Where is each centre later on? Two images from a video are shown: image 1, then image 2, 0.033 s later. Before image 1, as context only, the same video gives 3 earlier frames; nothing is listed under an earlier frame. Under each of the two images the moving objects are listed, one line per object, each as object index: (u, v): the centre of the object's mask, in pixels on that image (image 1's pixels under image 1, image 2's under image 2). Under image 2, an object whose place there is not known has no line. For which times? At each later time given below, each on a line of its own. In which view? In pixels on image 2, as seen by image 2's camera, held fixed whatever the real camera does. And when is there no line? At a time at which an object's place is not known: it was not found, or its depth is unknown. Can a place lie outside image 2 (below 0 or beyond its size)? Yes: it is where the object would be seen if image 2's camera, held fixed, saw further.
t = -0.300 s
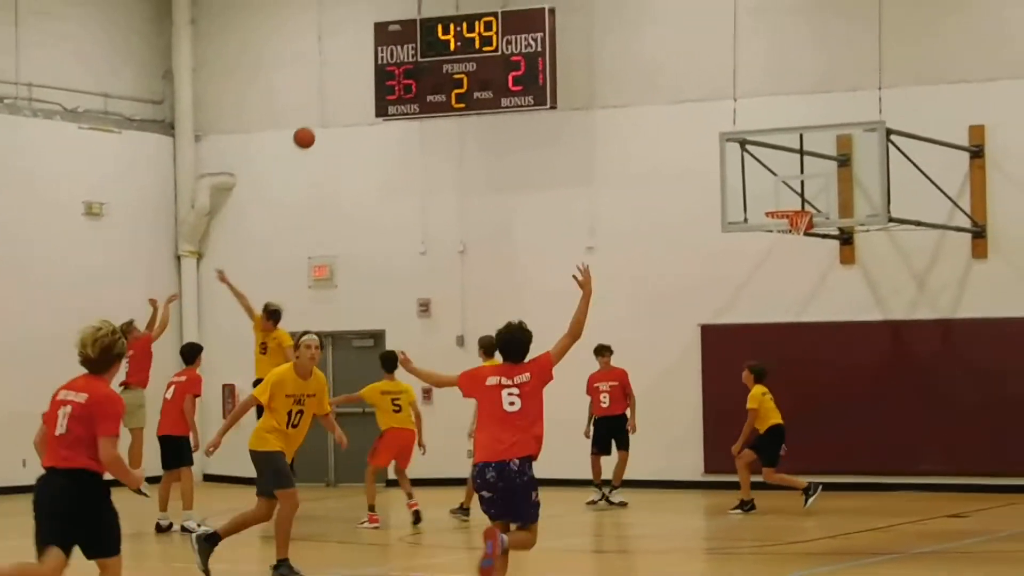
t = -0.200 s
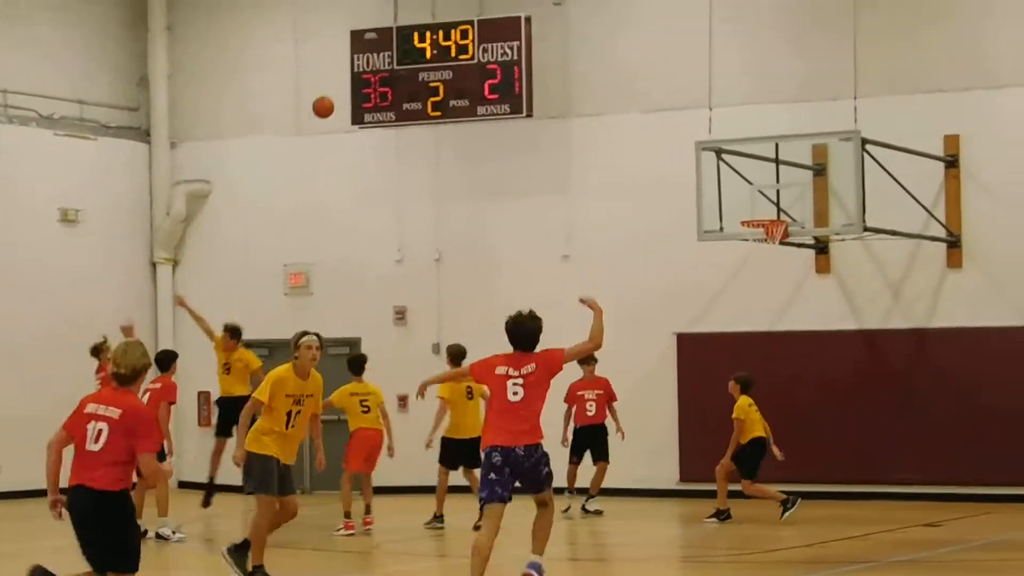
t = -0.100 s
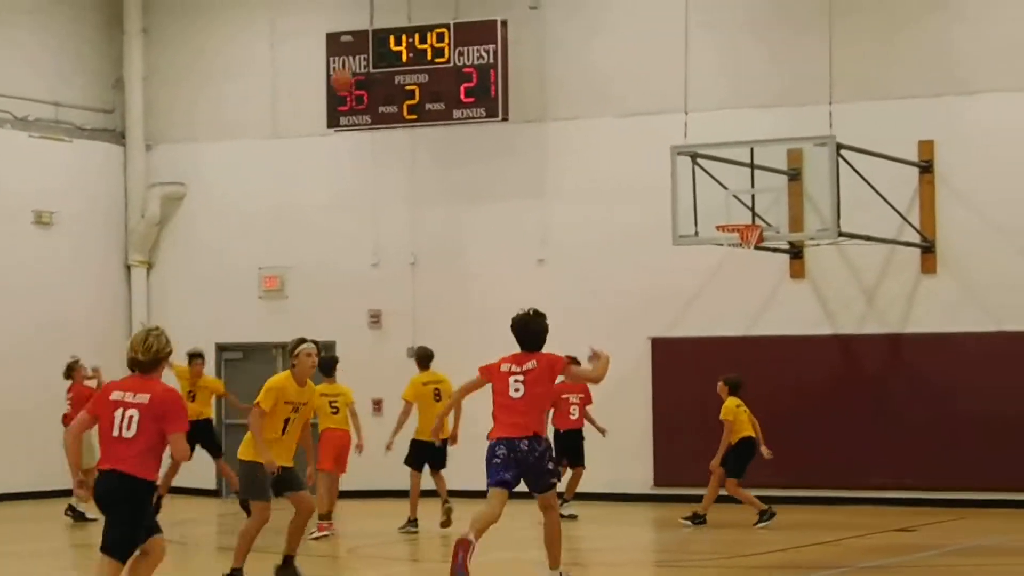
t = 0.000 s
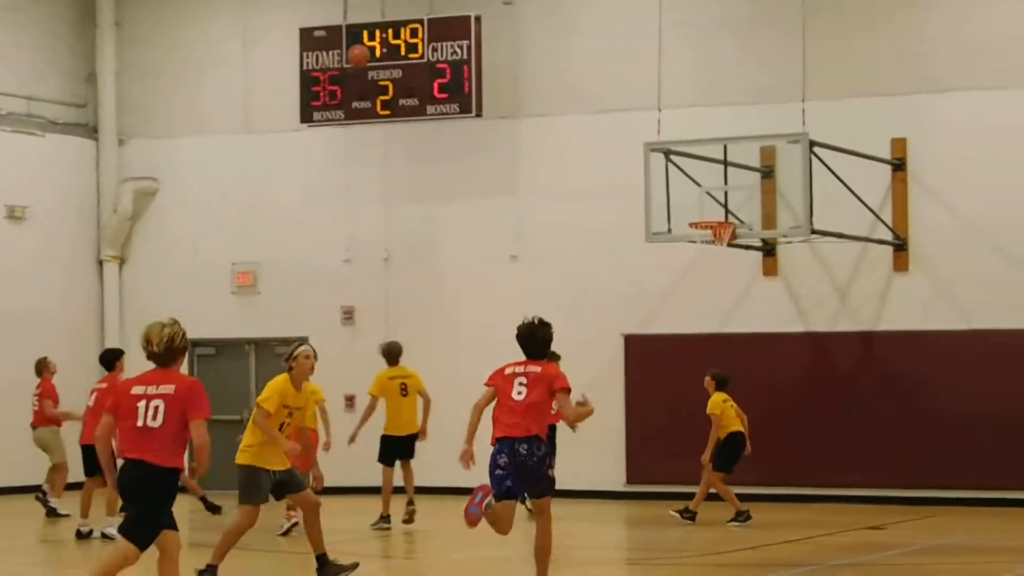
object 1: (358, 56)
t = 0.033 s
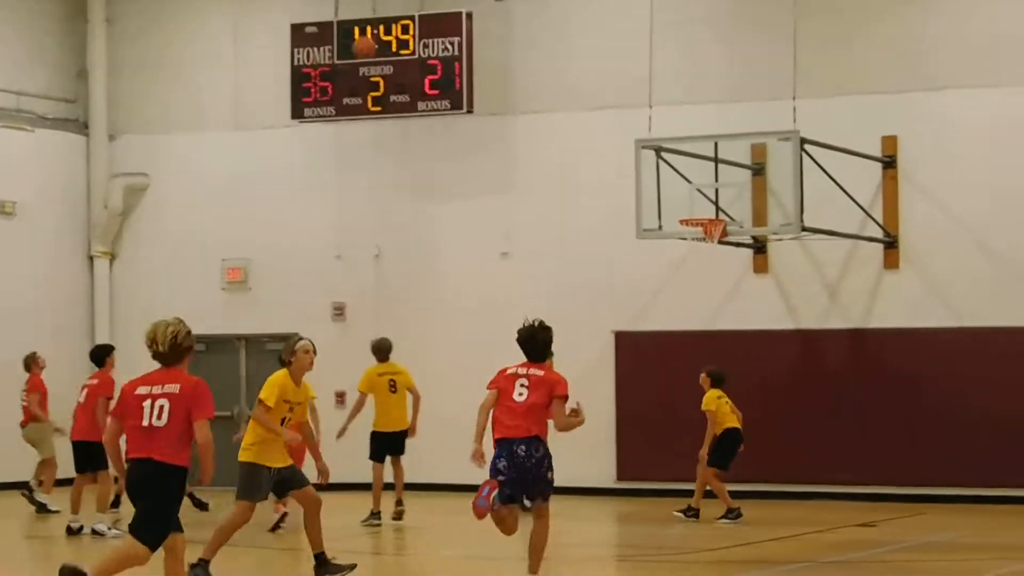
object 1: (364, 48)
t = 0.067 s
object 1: (379, 45)
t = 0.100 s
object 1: (392, 43)
